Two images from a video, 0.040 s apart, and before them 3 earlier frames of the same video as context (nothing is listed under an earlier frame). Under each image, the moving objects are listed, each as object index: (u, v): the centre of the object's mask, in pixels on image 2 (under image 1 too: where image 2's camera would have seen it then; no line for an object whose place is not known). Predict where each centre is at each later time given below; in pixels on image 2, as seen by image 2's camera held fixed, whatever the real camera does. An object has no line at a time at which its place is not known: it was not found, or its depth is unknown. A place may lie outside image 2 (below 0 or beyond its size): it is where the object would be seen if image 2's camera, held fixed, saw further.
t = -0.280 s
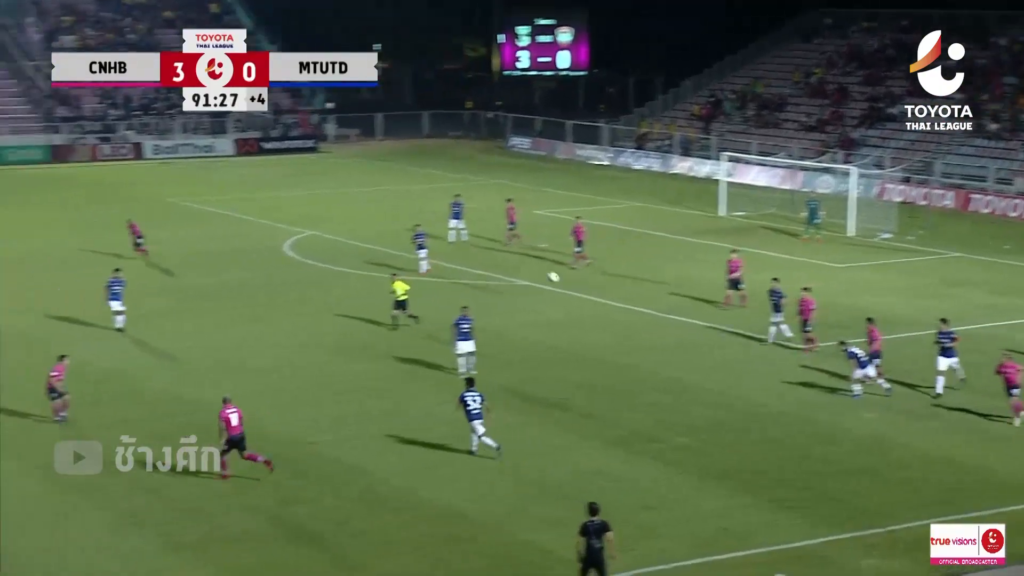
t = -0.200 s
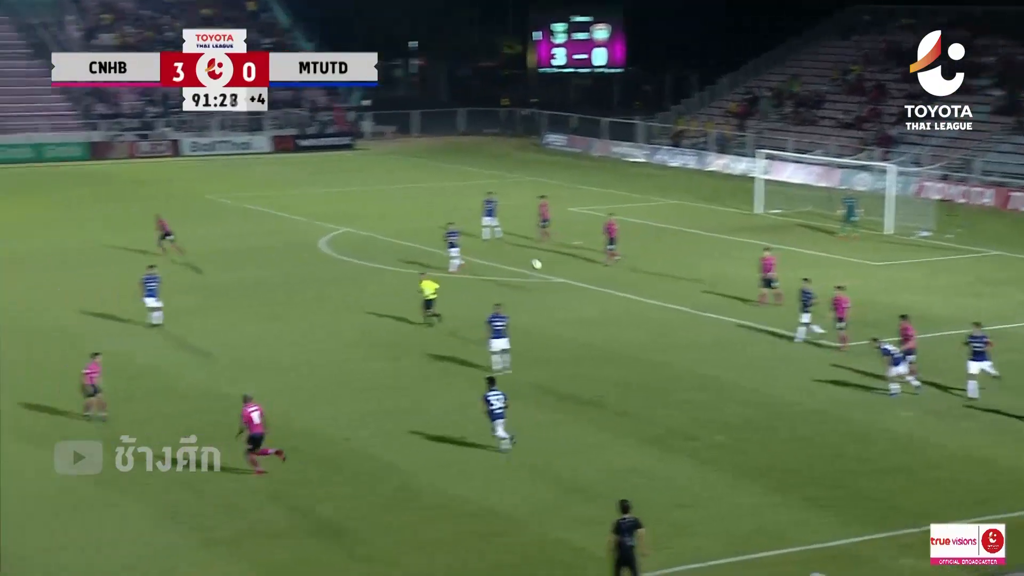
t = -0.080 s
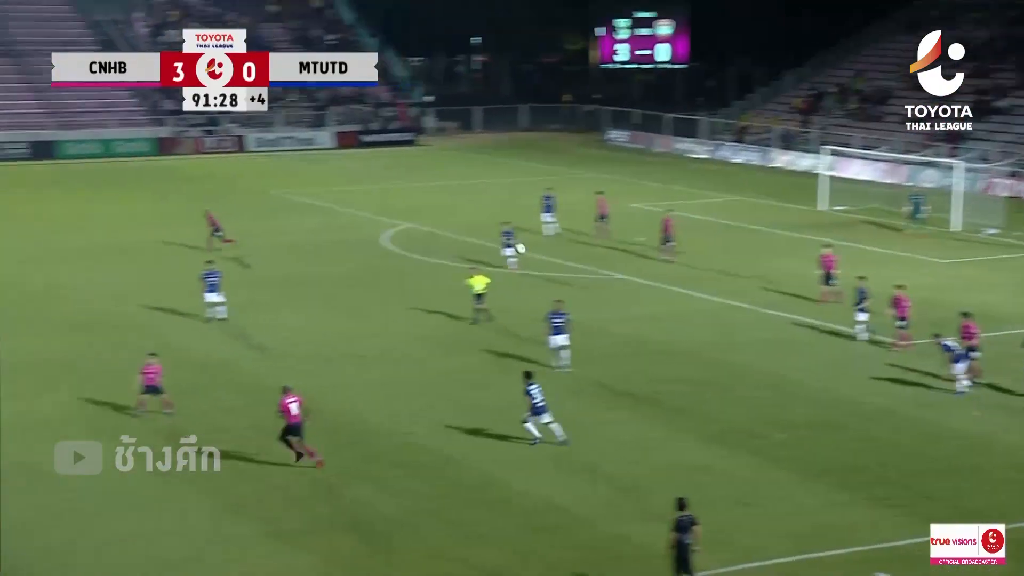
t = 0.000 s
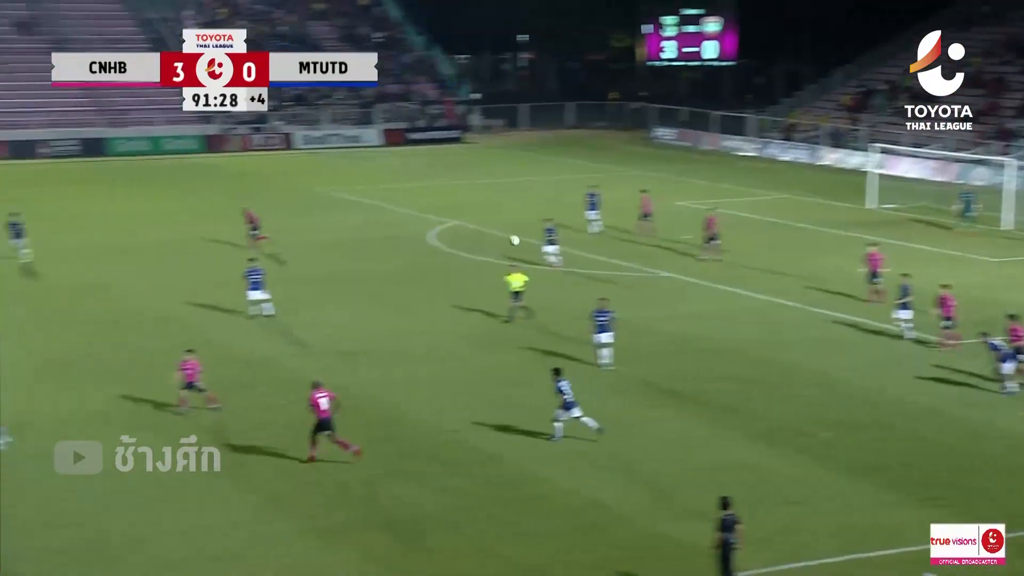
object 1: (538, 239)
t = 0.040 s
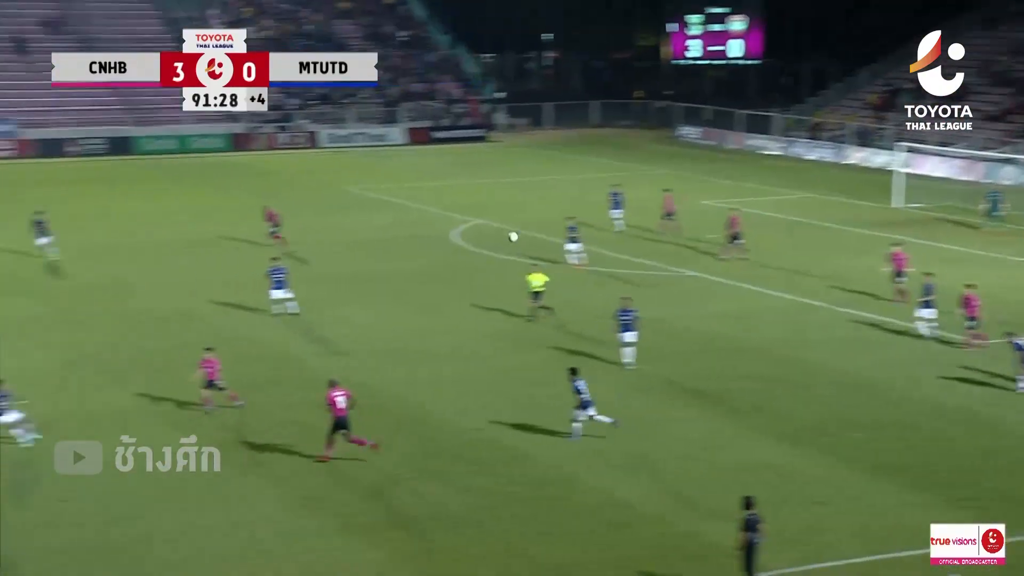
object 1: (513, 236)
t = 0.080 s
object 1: (488, 235)
